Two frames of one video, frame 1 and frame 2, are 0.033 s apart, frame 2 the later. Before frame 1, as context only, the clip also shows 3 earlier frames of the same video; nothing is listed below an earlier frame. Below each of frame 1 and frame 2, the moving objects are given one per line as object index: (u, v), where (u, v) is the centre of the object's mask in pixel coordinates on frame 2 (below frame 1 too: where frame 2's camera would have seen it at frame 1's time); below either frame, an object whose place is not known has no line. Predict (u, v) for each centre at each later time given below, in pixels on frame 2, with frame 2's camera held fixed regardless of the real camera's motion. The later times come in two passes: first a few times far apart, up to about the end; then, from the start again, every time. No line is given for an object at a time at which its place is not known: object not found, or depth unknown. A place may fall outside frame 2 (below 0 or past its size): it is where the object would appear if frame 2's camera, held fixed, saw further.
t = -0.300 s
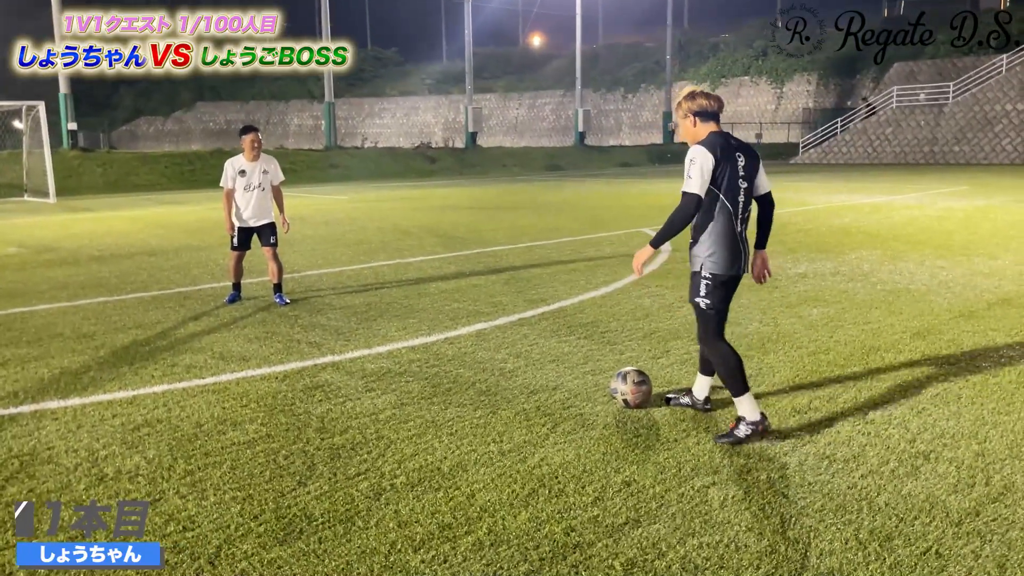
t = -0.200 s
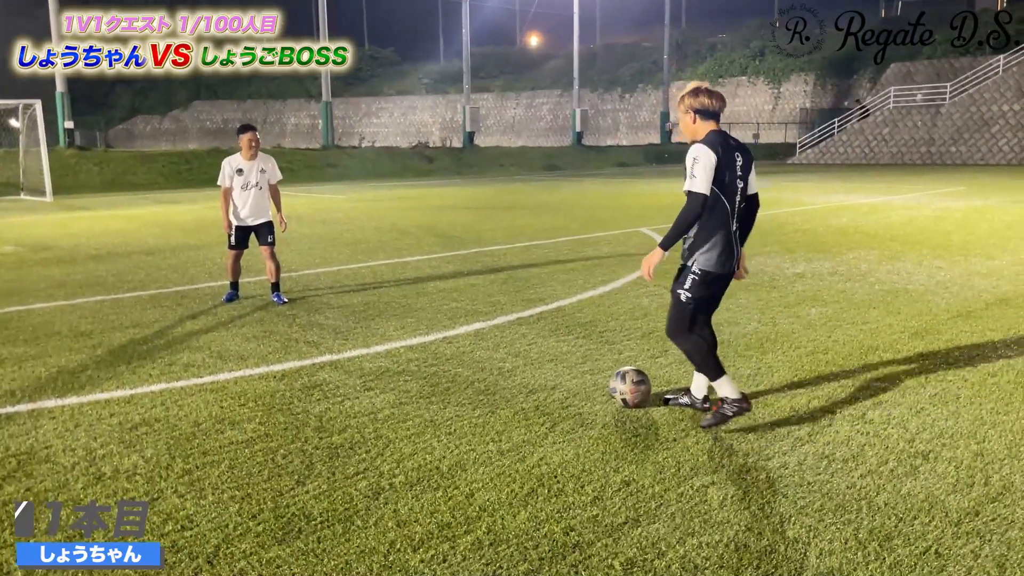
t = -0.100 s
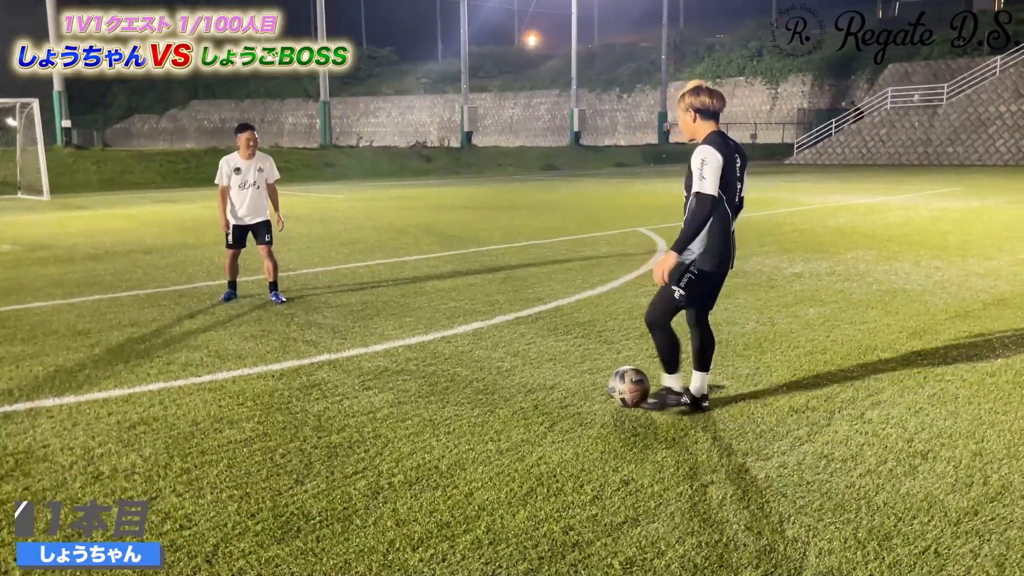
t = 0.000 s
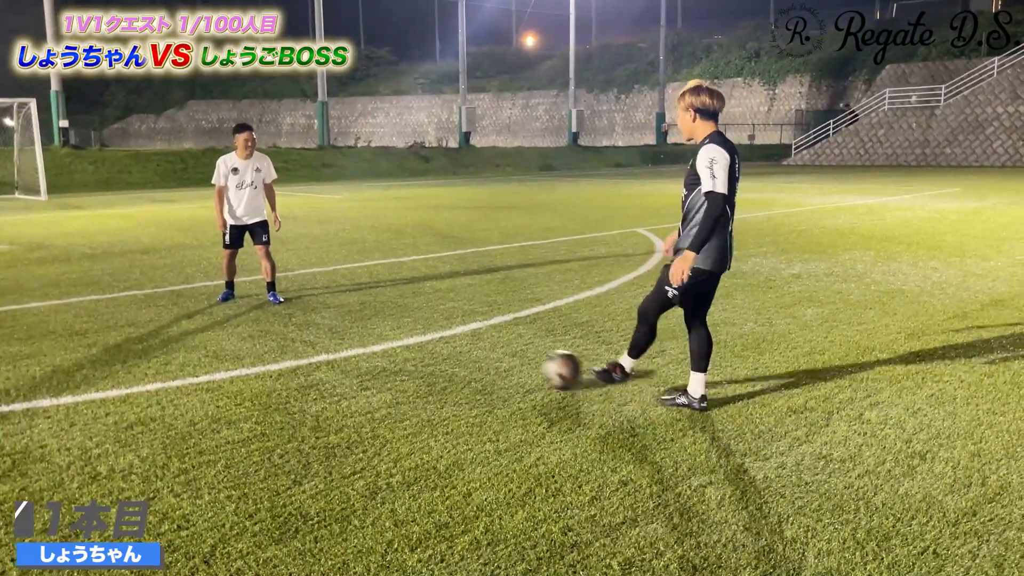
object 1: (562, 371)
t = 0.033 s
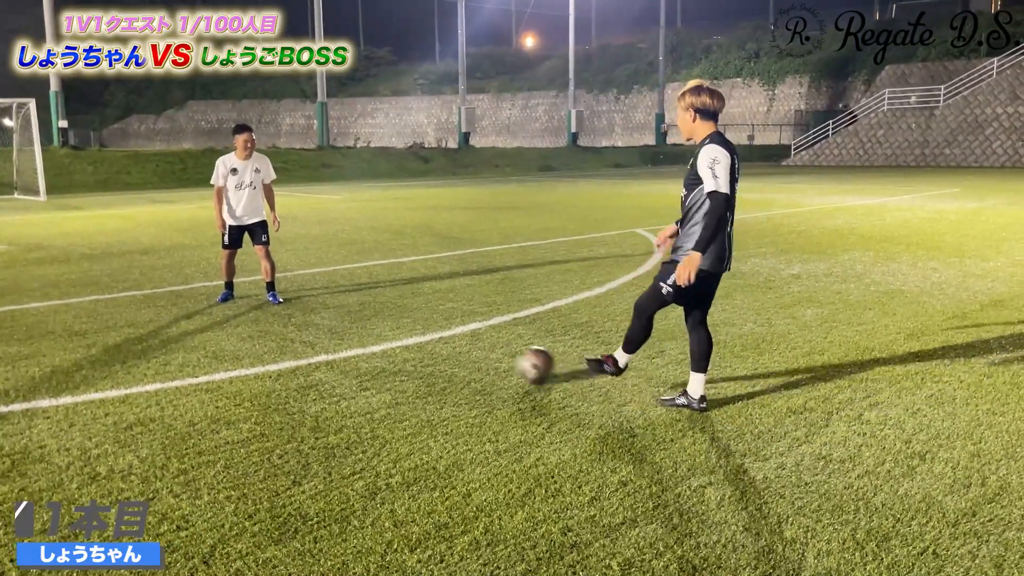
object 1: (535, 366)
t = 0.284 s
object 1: (404, 332)
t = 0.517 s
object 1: (330, 317)
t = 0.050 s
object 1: (523, 363)
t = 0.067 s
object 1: (512, 361)
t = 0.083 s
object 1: (502, 358)
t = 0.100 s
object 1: (491, 355)
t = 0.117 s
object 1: (482, 352)
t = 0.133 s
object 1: (473, 350)
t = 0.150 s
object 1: (464, 348)
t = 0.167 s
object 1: (455, 347)
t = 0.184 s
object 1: (446, 346)
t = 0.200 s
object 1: (438, 344)
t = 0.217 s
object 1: (430, 341)
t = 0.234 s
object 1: (423, 337)
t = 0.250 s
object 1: (417, 335)
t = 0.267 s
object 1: (410, 333)
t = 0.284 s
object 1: (404, 332)
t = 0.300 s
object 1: (397, 331)
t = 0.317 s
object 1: (391, 329)
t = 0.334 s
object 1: (384, 329)
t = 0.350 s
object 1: (379, 329)
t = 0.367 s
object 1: (373, 328)
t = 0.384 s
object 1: (368, 326)
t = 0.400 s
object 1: (363, 323)
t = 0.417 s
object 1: (358, 322)
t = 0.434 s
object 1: (353, 320)
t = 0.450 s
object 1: (348, 319)
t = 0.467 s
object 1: (343, 319)
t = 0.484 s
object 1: (339, 319)
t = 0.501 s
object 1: (334, 318)
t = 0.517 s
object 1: (330, 317)
